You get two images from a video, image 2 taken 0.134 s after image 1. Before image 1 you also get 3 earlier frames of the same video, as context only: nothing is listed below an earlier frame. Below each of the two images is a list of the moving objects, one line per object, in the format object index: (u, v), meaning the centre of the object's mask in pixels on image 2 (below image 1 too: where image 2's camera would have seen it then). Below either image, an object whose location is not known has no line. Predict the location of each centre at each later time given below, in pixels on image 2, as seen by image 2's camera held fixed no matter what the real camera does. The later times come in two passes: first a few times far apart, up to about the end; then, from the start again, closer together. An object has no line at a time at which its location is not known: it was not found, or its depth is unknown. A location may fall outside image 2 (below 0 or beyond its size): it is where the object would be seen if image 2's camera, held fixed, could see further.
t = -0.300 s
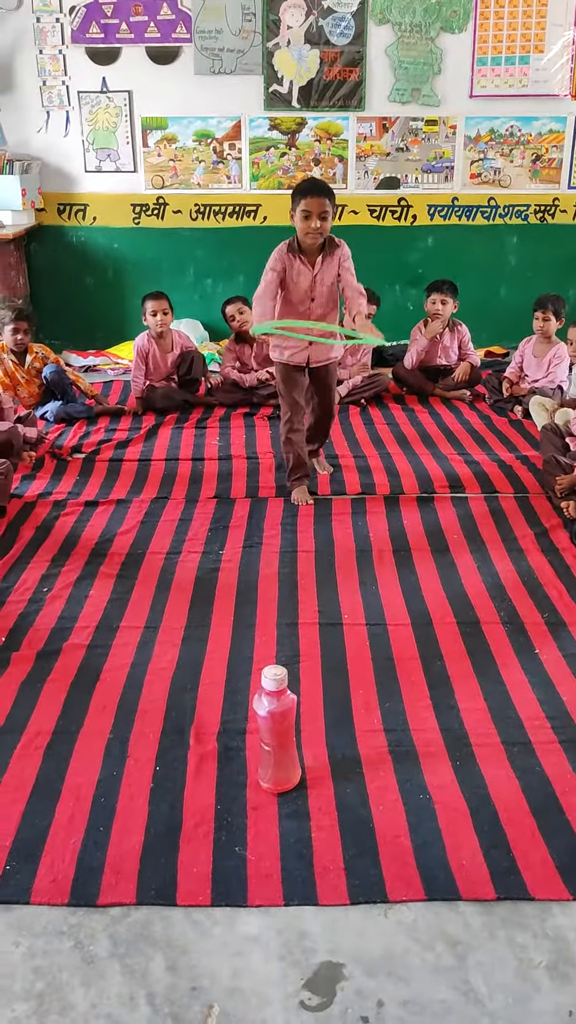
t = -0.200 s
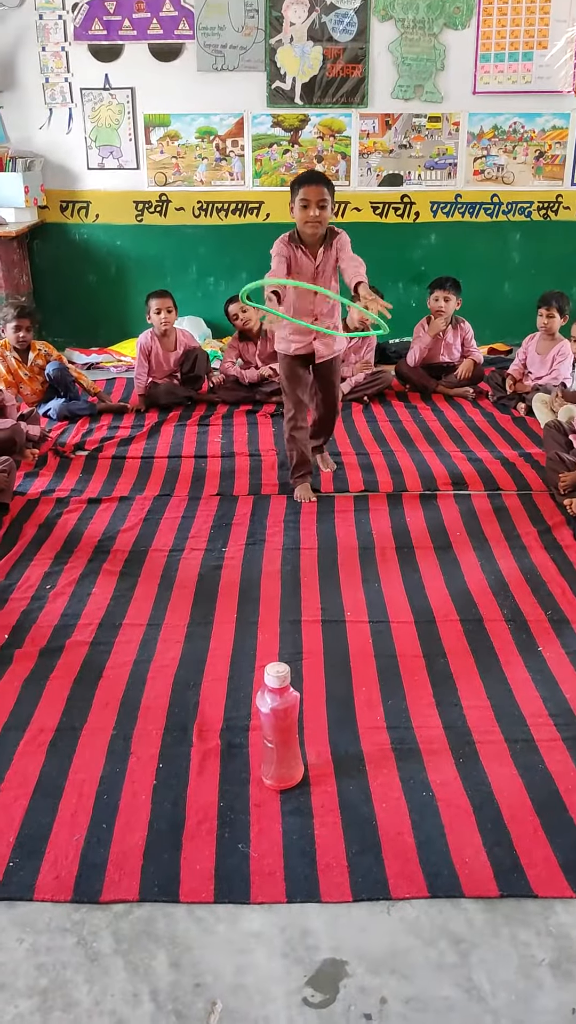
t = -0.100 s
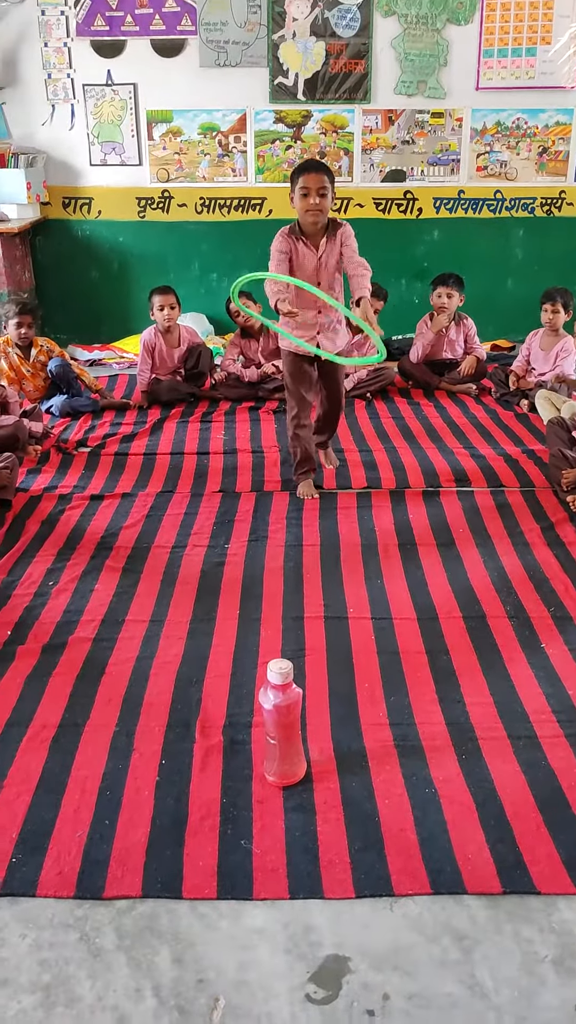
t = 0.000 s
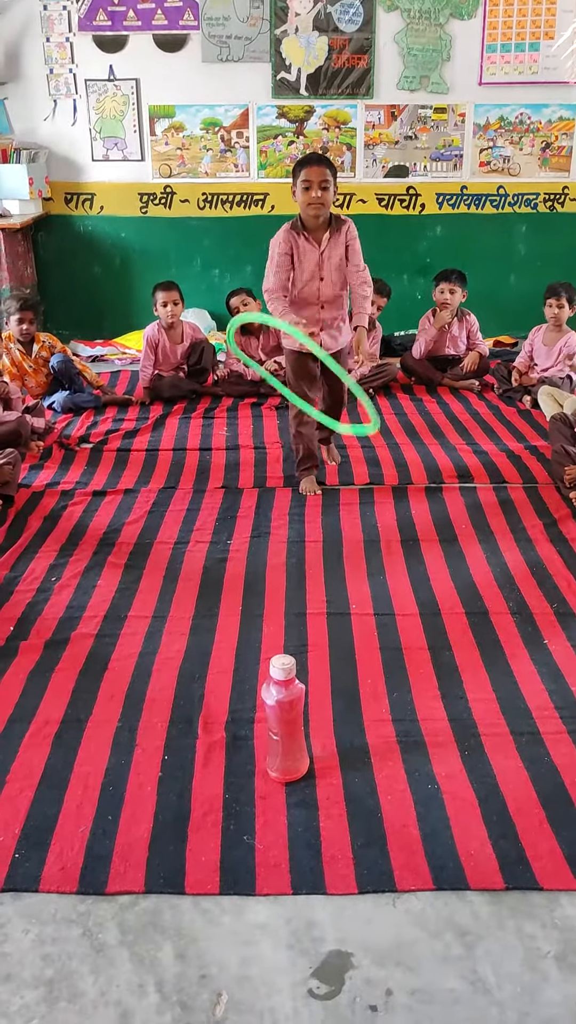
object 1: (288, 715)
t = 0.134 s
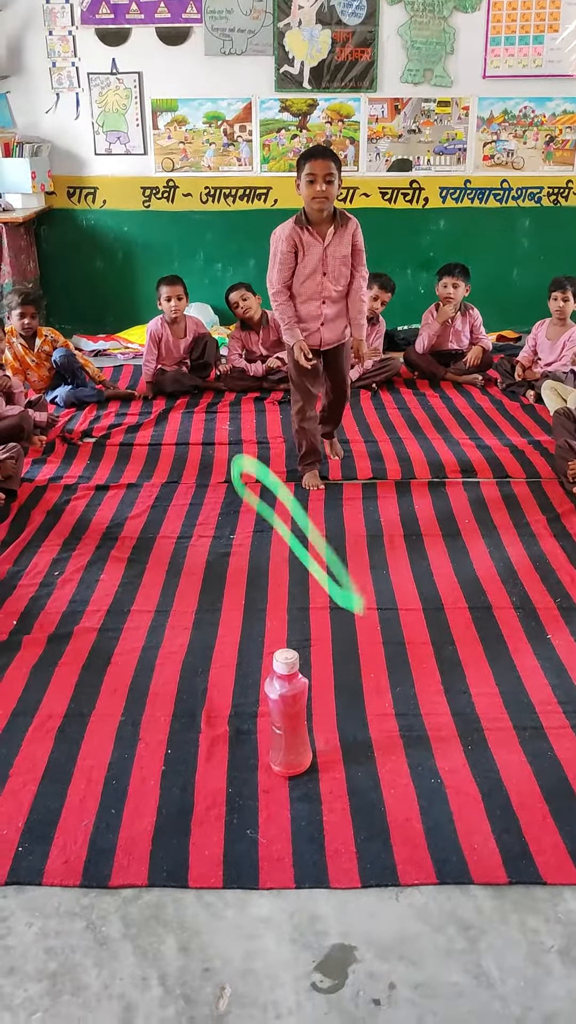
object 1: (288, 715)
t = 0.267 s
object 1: (288, 715)
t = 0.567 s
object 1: (249, 739)
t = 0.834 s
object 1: (229, 789)
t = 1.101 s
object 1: (244, 803)
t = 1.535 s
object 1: (235, 796)
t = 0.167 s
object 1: (288, 715)
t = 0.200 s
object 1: (288, 716)
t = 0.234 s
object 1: (290, 709)
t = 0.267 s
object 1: (288, 715)
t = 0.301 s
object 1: (286, 715)
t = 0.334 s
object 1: (279, 717)
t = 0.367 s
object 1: (274, 719)
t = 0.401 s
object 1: (269, 722)
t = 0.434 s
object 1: (266, 724)
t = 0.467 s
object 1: (254, 720)
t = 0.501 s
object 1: (266, 728)
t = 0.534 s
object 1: (262, 736)
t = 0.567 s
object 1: (249, 739)
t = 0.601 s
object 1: (242, 746)
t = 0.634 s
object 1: (236, 756)
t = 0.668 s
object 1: (230, 770)
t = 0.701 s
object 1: (225, 784)
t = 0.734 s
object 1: (226, 783)
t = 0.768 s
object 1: (227, 785)
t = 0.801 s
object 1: (228, 787)
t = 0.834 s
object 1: (229, 789)
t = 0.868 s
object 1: (230, 790)
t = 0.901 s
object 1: (231, 792)
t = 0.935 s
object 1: (233, 794)
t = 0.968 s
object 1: (236, 797)
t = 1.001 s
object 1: (239, 799)
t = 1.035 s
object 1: (240, 801)
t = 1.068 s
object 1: (242, 802)
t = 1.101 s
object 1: (244, 803)
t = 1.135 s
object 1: (245, 804)
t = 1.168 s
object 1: (246, 805)
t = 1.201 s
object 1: (246, 805)
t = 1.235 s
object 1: (246, 805)
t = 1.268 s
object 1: (244, 804)
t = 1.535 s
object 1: (235, 796)
